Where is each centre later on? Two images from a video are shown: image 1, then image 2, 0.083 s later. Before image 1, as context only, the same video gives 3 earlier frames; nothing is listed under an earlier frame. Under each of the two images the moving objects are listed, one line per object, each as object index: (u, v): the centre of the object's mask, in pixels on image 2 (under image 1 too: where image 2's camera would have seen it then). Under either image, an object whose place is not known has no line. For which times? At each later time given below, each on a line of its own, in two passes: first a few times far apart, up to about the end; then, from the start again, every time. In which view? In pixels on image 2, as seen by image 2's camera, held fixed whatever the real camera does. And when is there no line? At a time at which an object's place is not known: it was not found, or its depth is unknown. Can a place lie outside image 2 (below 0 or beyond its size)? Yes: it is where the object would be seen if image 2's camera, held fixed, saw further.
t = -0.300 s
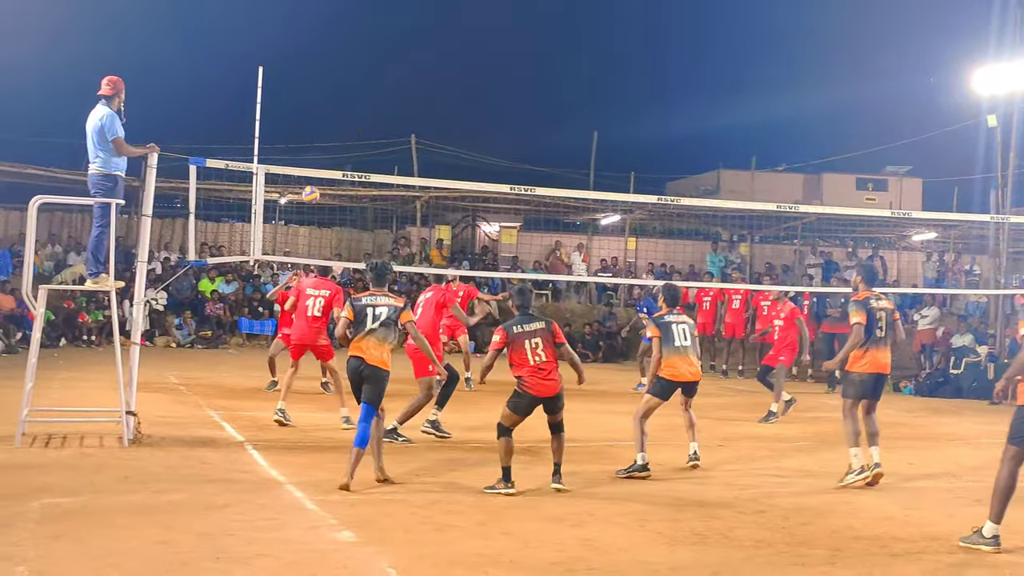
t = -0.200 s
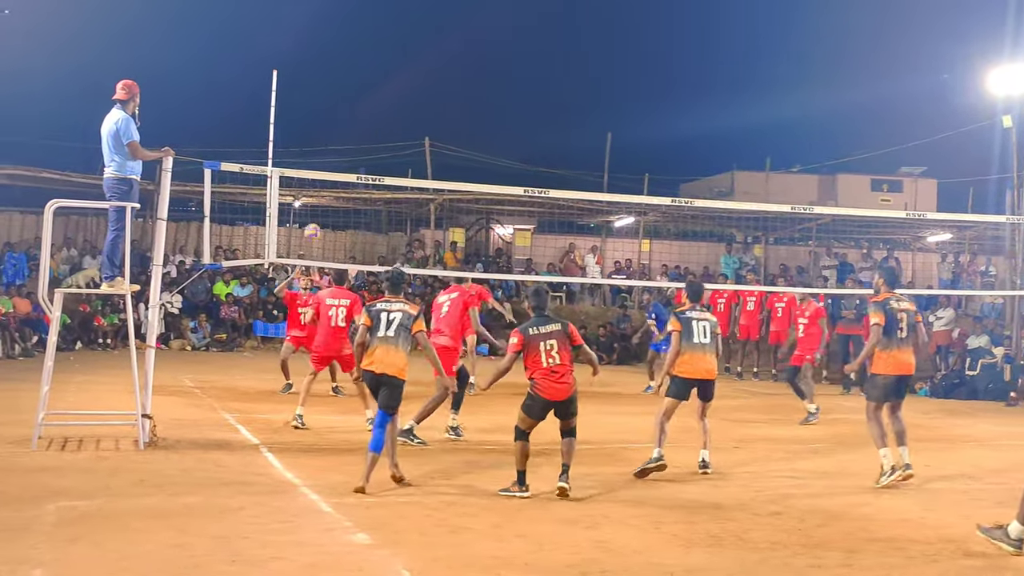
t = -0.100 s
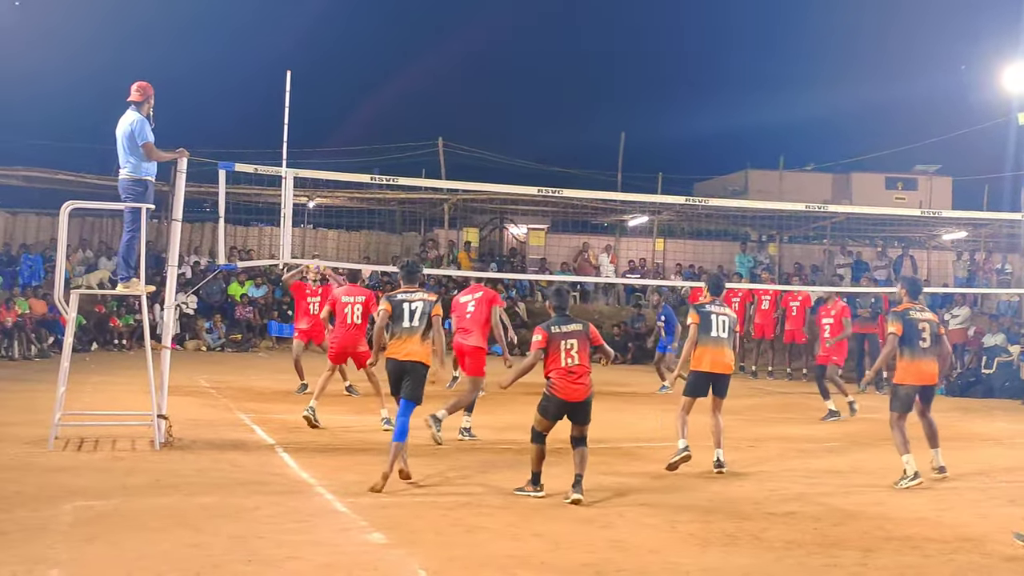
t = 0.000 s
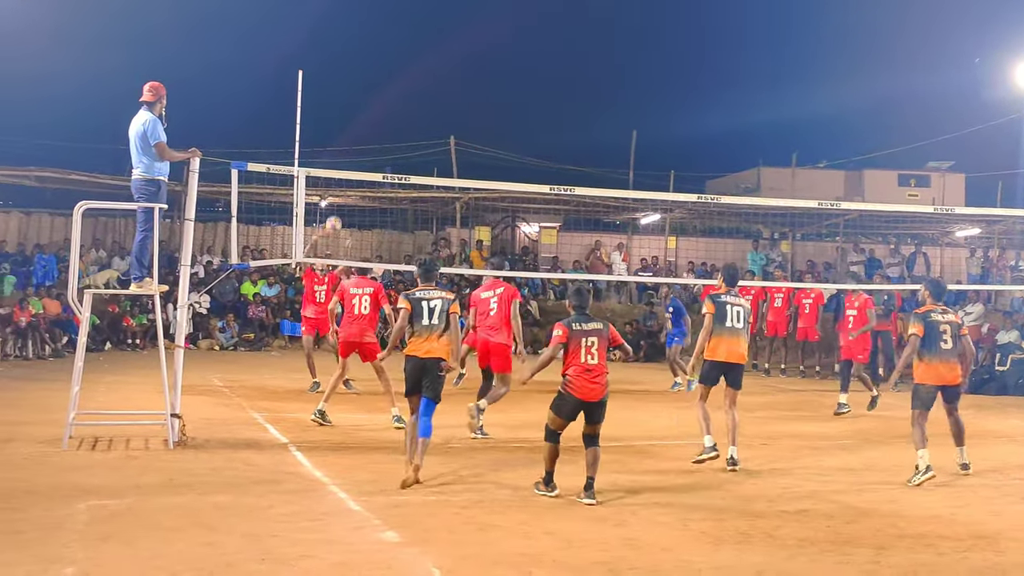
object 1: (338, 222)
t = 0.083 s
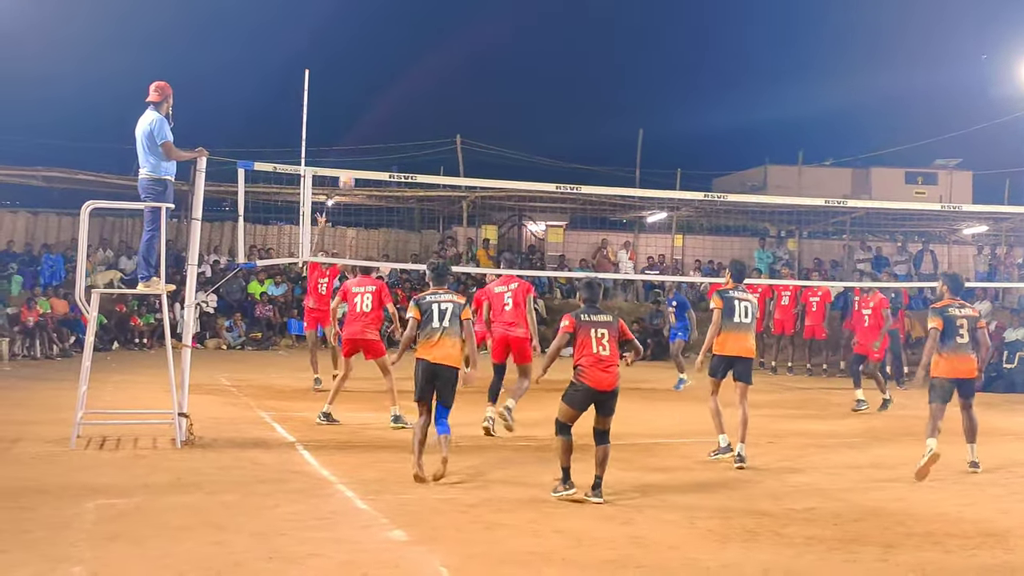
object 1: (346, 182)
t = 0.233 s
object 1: (359, 114)
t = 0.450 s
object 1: (374, 45)
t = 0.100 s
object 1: (349, 166)
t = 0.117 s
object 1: (350, 163)
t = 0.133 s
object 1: (351, 157)
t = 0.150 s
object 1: (353, 149)
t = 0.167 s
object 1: (354, 142)
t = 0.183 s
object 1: (355, 135)
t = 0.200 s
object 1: (356, 128)
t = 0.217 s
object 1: (358, 121)
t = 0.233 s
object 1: (359, 114)
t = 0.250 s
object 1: (361, 108)
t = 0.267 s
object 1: (362, 101)
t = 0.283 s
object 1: (363, 95)
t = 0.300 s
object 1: (364, 90)
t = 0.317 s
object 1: (365, 84)
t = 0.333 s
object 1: (367, 78)
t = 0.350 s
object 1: (368, 73)
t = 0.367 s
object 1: (369, 68)
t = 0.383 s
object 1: (370, 63)
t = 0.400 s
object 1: (371, 59)
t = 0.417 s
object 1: (372, 54)
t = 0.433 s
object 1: (373, 50)
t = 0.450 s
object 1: (374, 45)
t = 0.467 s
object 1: (375, 42)
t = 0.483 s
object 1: (376, 38)
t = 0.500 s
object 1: (377, 35)
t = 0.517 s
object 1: (378, 31)
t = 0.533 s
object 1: (378, 28)
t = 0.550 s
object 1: (379, 25)
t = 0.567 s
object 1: (380, 22)
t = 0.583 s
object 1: (381, 20)
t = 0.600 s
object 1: (382, 18)
